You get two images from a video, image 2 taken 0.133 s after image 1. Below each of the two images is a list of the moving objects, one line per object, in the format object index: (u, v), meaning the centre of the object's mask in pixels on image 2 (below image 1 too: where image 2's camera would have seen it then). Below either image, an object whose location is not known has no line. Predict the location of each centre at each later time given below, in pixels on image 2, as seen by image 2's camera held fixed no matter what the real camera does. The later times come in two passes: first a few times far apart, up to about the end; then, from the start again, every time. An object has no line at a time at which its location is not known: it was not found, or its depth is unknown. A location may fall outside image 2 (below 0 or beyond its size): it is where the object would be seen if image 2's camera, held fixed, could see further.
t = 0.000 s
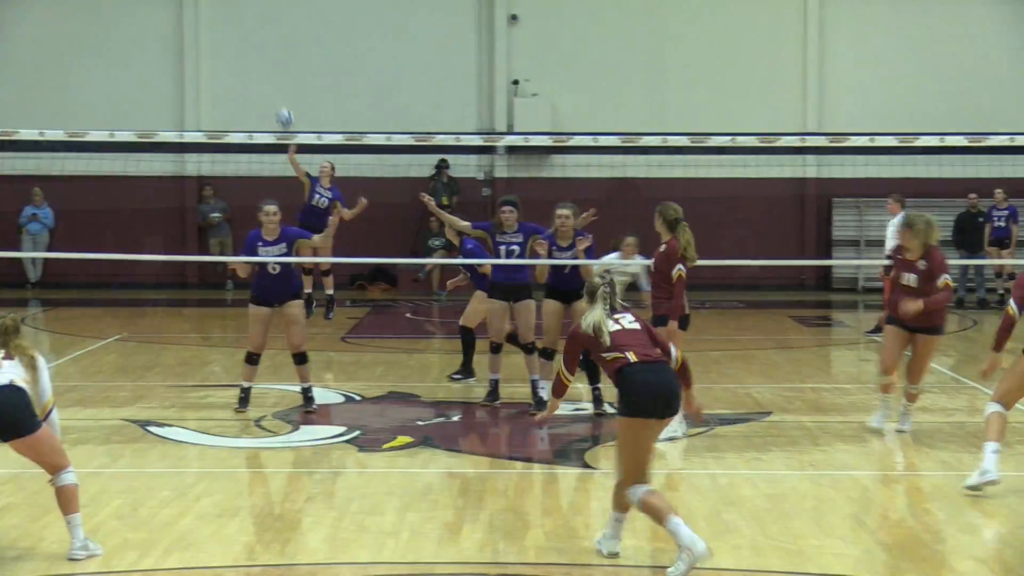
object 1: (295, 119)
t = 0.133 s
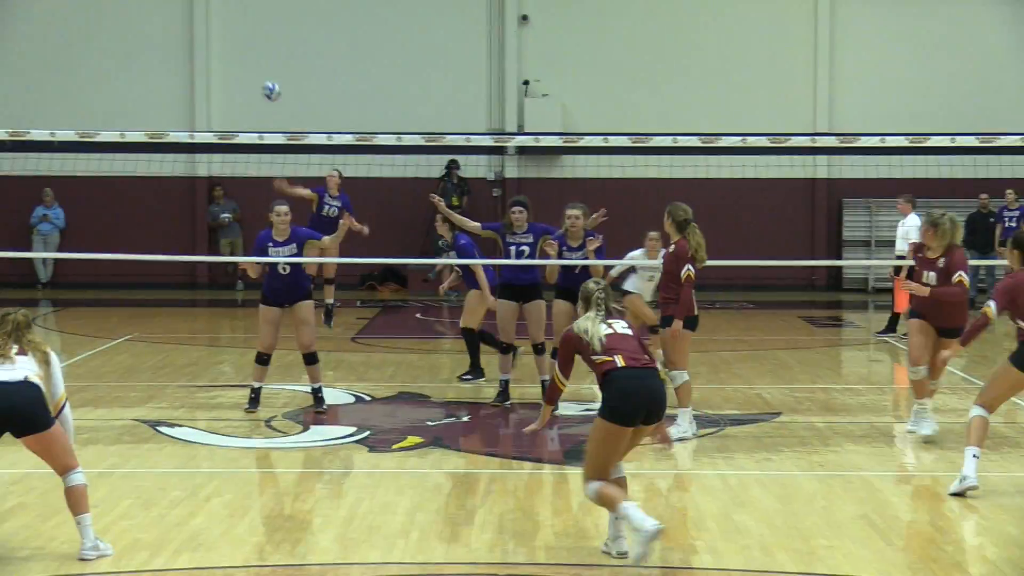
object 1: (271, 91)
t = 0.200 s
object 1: (257, 80)
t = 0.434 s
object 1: (199, 61)
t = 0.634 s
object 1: (139, 76)
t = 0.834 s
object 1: (70, 119)
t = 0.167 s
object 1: (264, 85)
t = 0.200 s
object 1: (257, 80)
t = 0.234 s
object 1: (250, 75)
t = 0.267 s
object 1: (242, 71)
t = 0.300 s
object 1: (233, 68)
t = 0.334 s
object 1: (225, 65)
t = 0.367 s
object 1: (216, 63)
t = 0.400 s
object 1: (207, 62)
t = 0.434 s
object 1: (199, 61)
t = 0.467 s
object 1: (189, 62)
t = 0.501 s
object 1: (179, 63)
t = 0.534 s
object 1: (170, 65)
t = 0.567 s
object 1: (159, 68)
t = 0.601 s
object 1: (150, 71)
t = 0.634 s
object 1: (139, 76)
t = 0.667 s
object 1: (126, 81)
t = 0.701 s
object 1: (116, 88)
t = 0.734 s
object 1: (103, 95)
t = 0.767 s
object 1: (91, 104)
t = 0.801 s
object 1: (78, 114)
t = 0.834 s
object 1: (70, 119)
